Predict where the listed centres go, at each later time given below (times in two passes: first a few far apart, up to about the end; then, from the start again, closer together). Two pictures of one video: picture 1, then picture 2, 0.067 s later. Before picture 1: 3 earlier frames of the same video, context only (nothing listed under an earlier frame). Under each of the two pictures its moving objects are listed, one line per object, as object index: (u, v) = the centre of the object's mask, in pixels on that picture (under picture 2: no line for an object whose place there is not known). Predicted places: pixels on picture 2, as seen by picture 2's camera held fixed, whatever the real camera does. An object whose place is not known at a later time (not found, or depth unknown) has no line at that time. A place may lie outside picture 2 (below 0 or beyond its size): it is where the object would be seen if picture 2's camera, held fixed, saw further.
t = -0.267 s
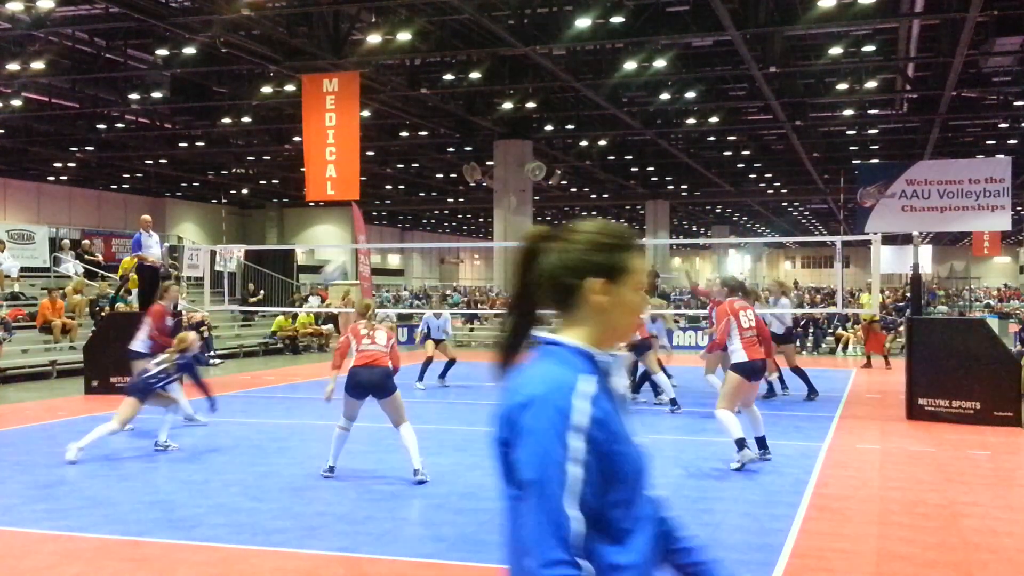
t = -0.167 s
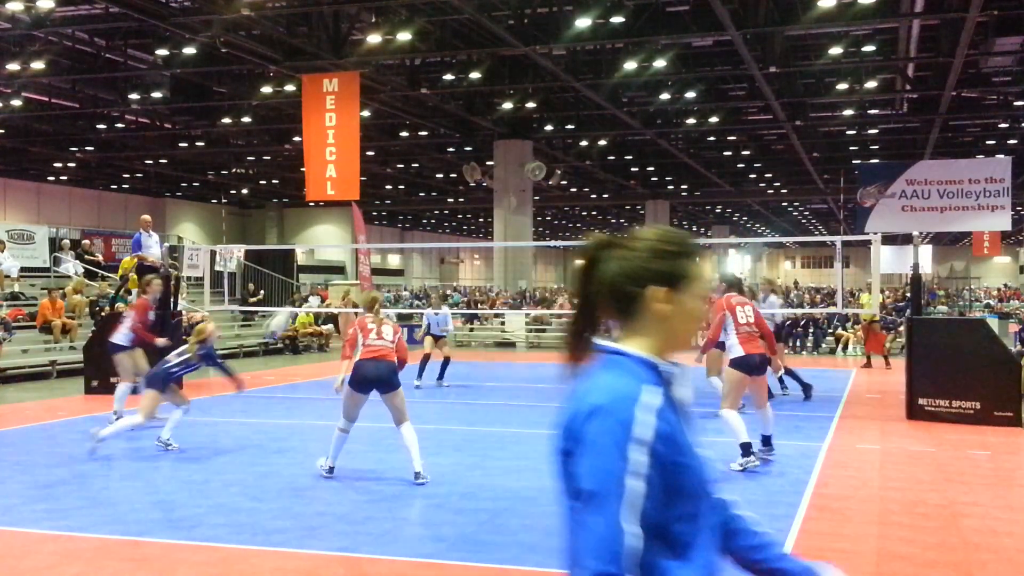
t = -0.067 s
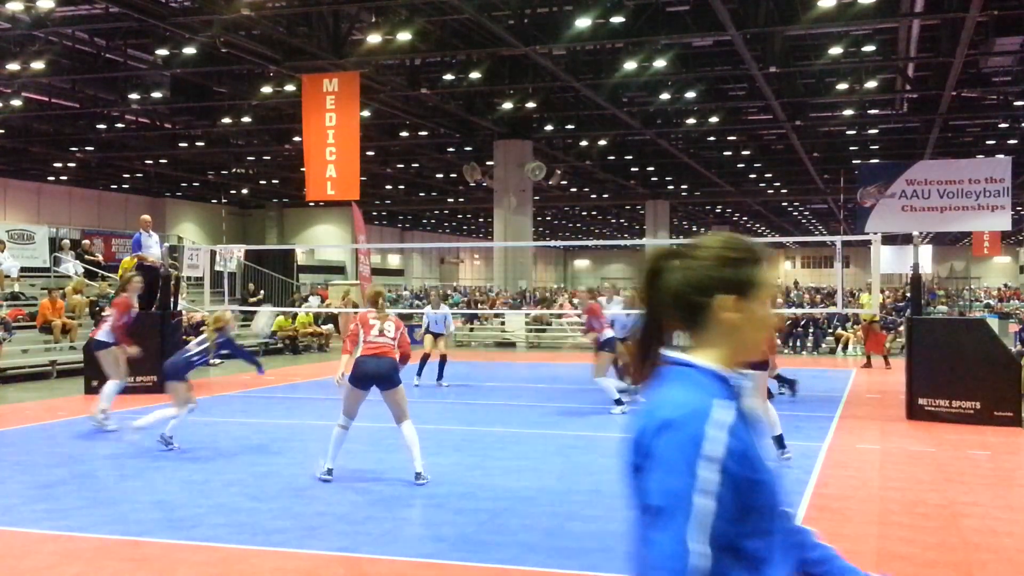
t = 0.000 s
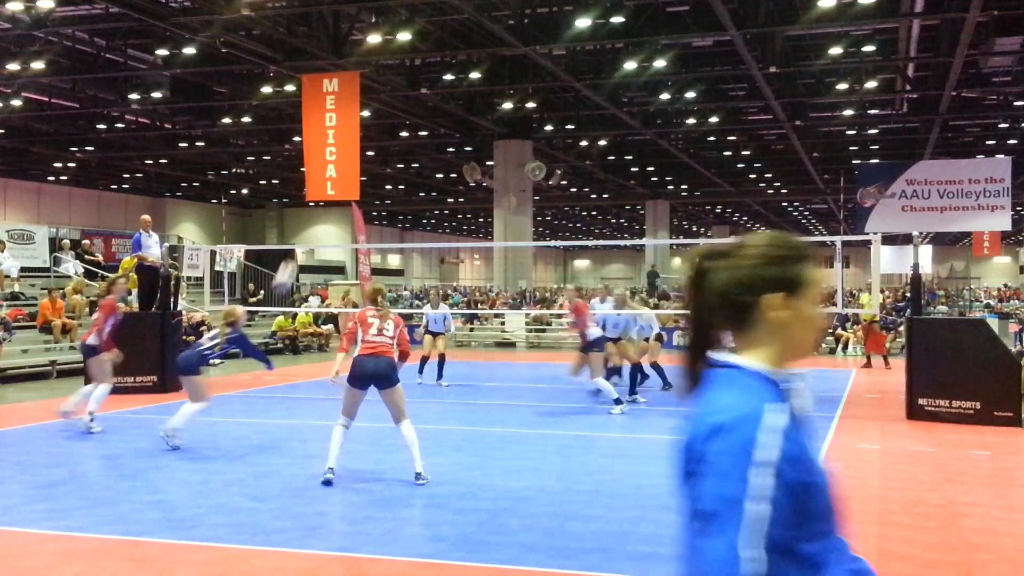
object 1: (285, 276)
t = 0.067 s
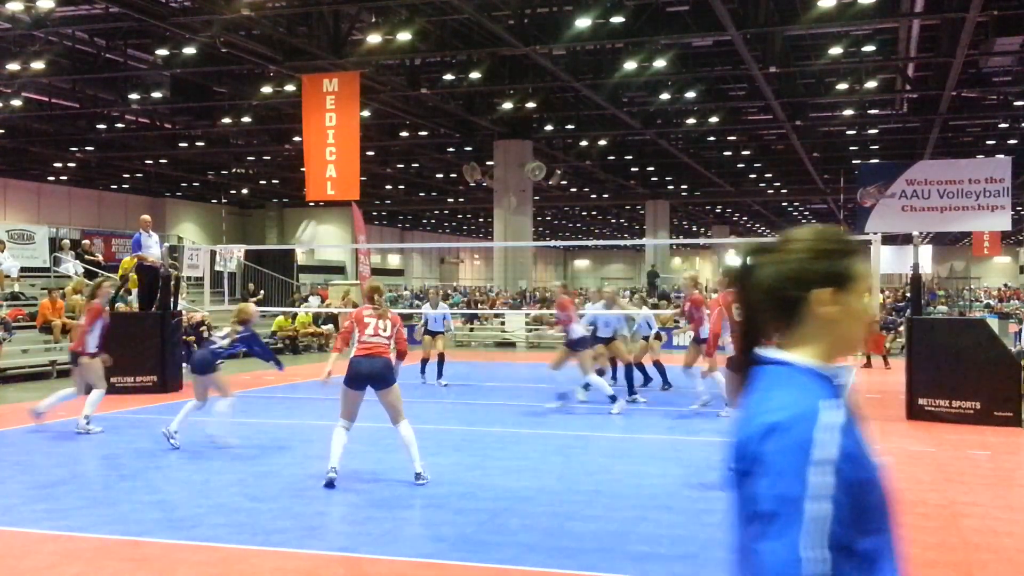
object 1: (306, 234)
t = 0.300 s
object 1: (373, 127)
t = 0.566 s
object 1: (441, 68)
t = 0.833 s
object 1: (503, 70)
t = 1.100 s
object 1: (560, 125)
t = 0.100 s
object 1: (316, 215)
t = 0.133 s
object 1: (326, 199)
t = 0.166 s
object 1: (336, 181)
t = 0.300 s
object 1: (373, 127)
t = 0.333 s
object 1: (382, 116)
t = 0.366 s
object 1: (391, 107)
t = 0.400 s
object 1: (400, 98)
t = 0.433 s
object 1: (408, 89)
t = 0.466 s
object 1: (417, 83)
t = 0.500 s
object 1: (425, 78)
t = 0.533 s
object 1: (433, 73)
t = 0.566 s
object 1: (441, 68)
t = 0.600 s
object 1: (449, 66)
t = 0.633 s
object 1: (457, 64)
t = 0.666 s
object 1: (465, 63)
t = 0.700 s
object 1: (473, 62)
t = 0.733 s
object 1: (481, 63)
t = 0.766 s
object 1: (488, 64)
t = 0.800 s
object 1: (496, 67)
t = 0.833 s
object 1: (503, 70)
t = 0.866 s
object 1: (511, 74)
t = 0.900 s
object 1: (518, 79)
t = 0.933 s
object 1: (525, 85)
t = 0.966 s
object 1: (532, 92)
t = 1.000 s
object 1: (539, 99)
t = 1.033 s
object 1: (546, 107)
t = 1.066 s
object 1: (553, 116)
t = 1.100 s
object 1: (560, 125)
